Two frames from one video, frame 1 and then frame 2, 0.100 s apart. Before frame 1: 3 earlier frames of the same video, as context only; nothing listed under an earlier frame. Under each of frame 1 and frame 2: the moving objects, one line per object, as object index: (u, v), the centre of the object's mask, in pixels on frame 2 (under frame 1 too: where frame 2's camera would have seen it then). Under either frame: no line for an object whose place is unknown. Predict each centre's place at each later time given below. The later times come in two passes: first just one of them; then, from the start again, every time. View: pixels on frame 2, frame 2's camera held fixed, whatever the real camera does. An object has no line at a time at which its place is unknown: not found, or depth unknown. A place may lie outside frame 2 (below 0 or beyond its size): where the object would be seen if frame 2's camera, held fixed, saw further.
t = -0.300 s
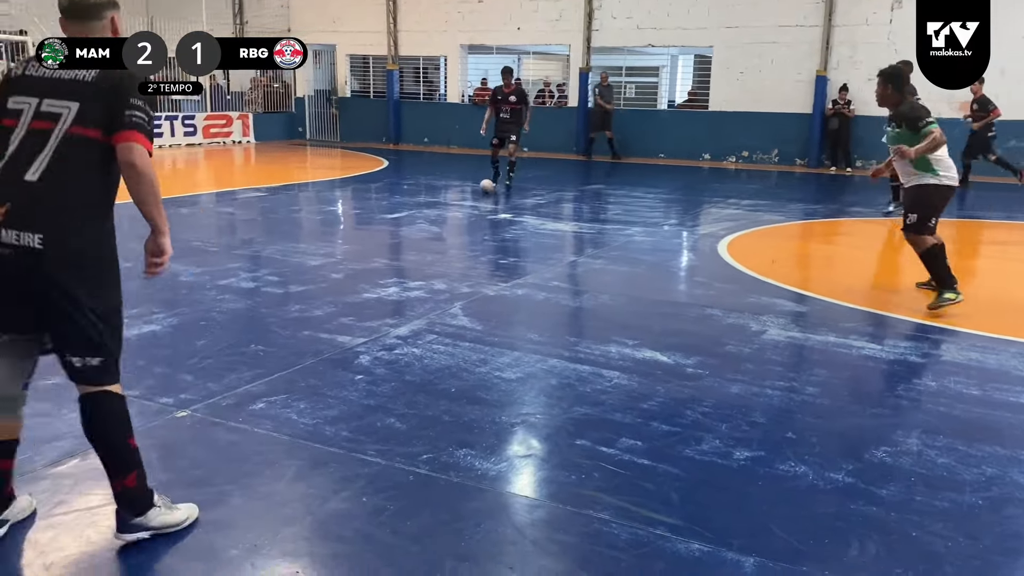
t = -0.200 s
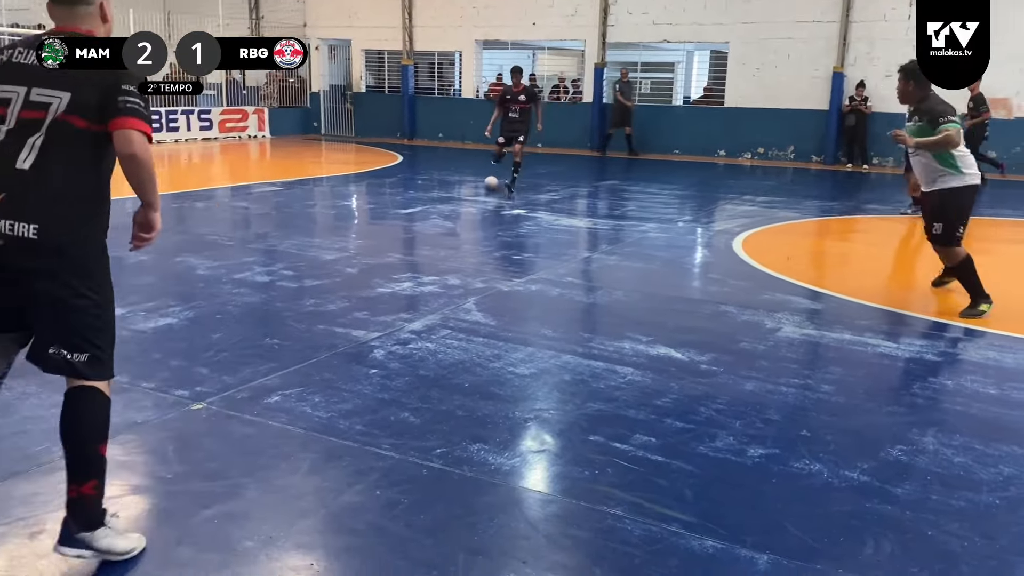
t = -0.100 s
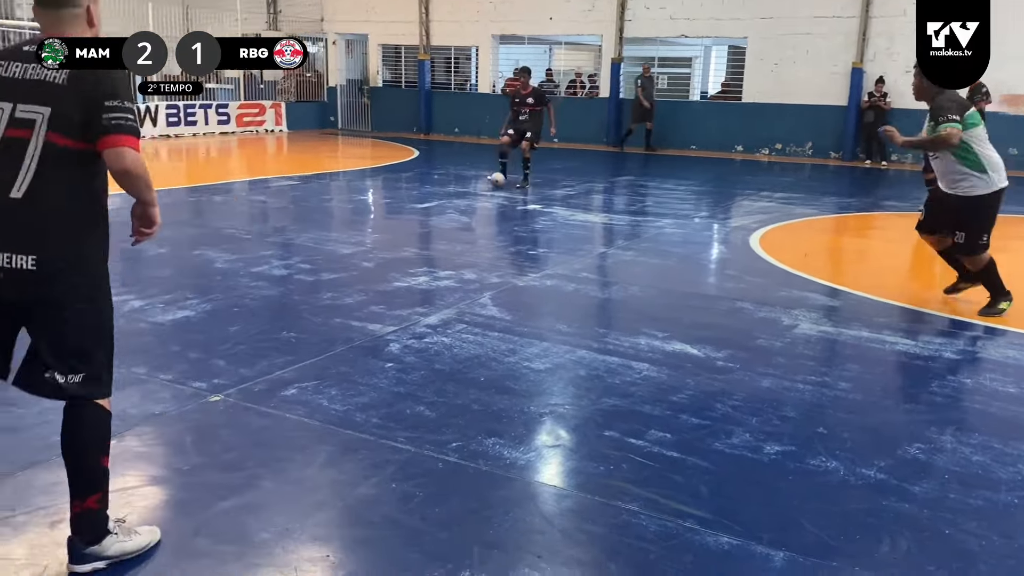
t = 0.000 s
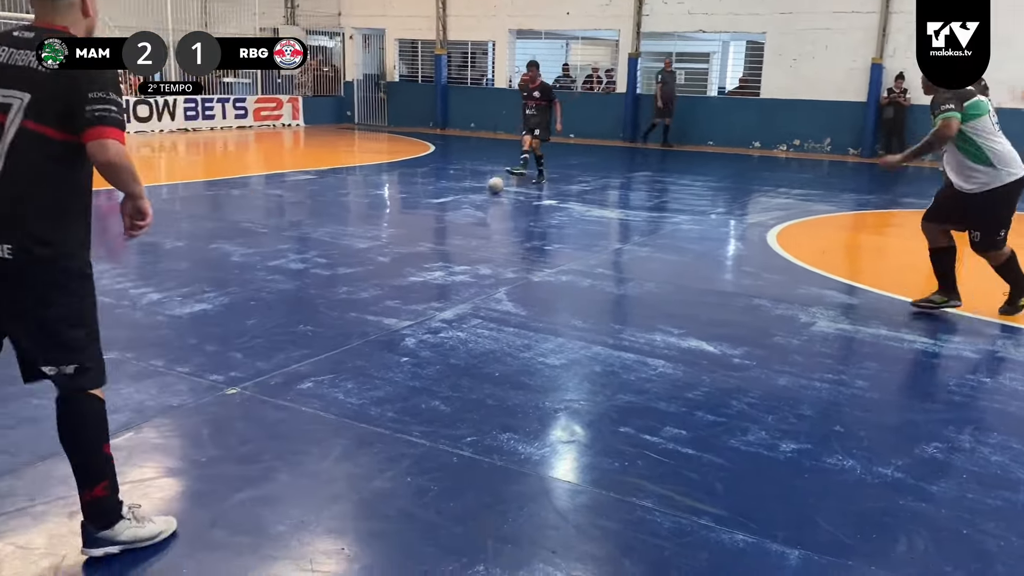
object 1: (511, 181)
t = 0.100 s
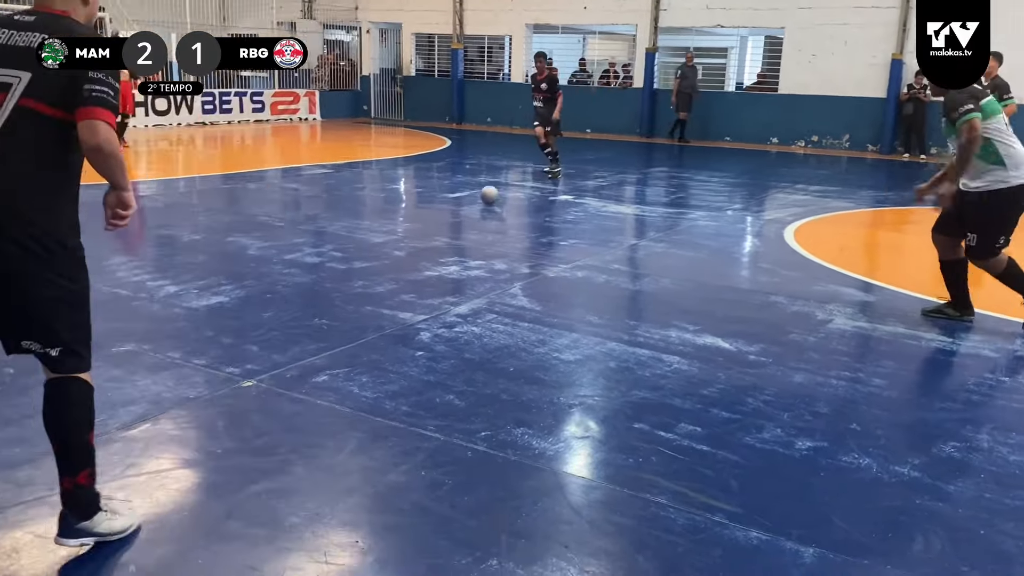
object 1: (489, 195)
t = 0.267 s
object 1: (438, 229)
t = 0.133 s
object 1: (480, 201)
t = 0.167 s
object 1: (471, 208)
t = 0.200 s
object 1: (460, 215)
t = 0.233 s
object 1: (450, 222)
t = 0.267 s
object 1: (438, 229)
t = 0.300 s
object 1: (425, 239)
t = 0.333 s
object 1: (411, 249)
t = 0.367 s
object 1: (395, 260)
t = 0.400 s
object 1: (376, 273)
